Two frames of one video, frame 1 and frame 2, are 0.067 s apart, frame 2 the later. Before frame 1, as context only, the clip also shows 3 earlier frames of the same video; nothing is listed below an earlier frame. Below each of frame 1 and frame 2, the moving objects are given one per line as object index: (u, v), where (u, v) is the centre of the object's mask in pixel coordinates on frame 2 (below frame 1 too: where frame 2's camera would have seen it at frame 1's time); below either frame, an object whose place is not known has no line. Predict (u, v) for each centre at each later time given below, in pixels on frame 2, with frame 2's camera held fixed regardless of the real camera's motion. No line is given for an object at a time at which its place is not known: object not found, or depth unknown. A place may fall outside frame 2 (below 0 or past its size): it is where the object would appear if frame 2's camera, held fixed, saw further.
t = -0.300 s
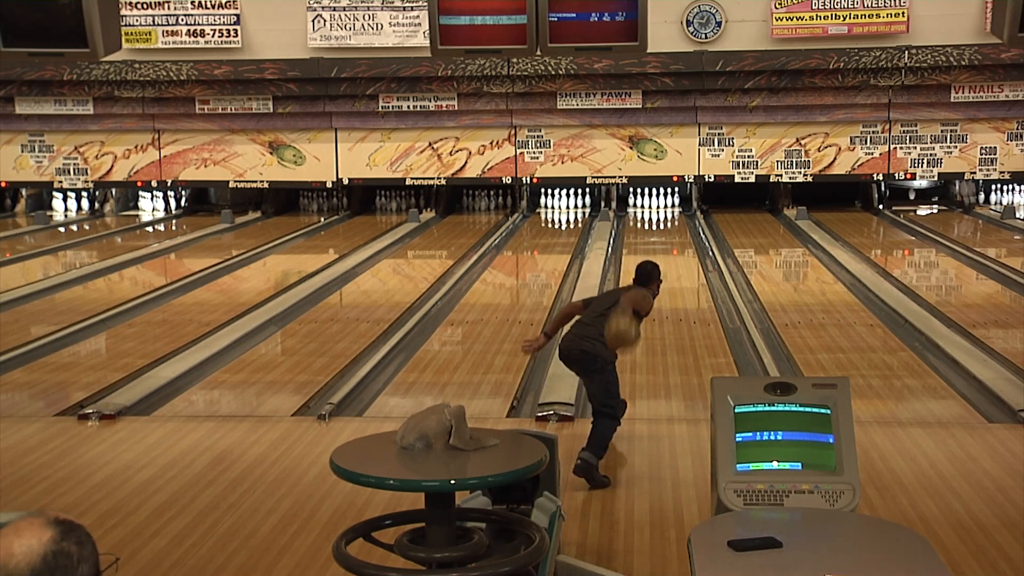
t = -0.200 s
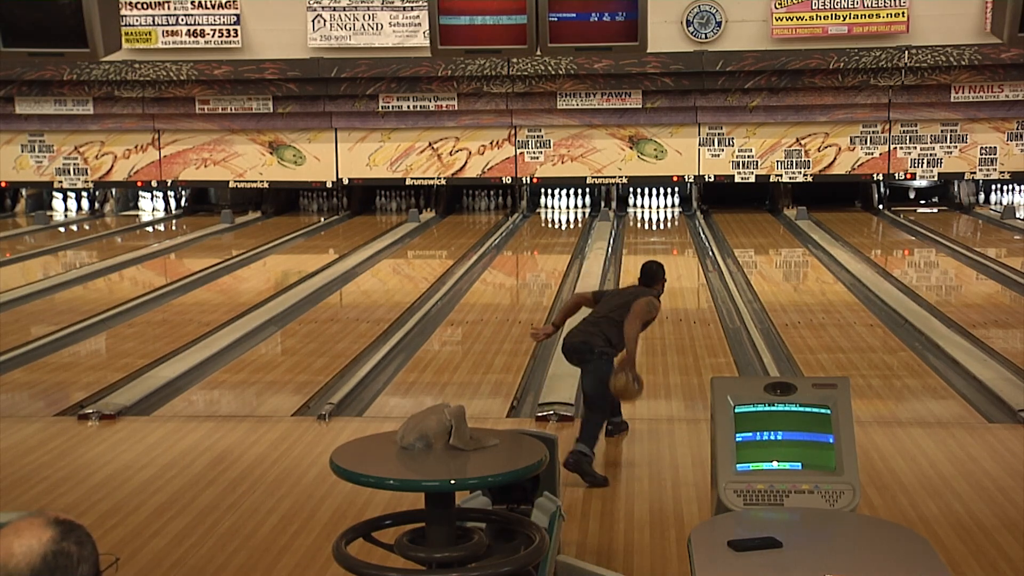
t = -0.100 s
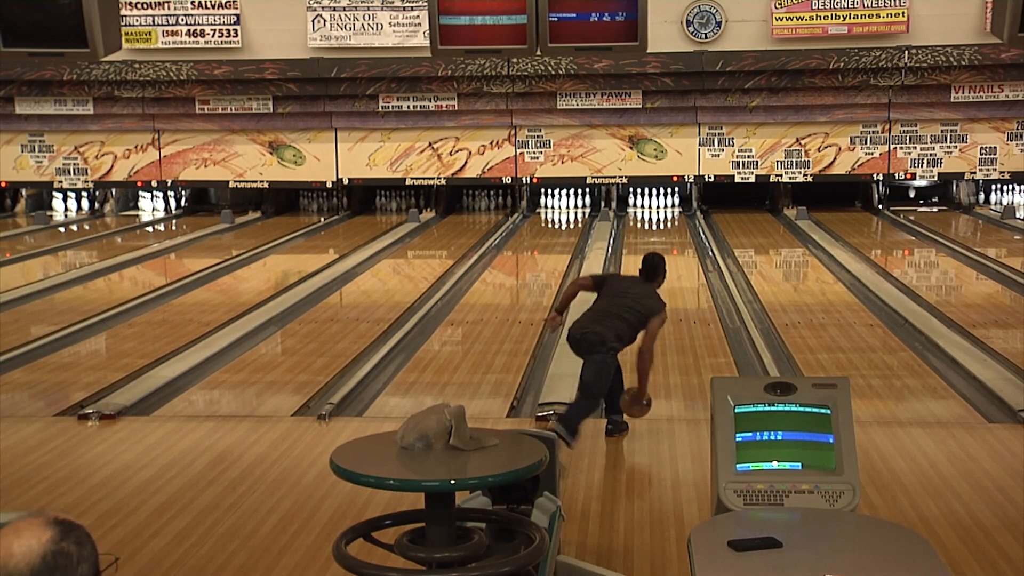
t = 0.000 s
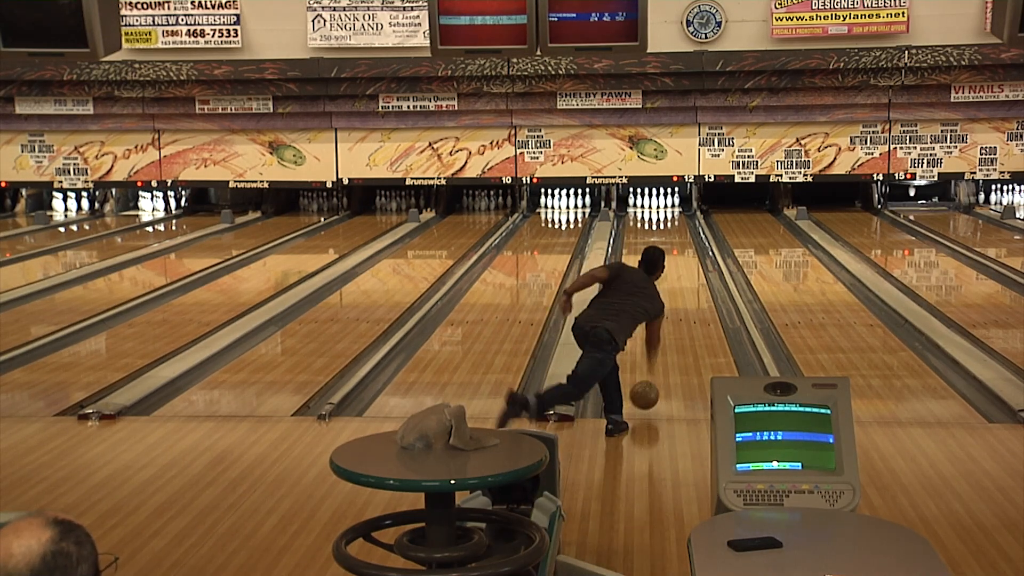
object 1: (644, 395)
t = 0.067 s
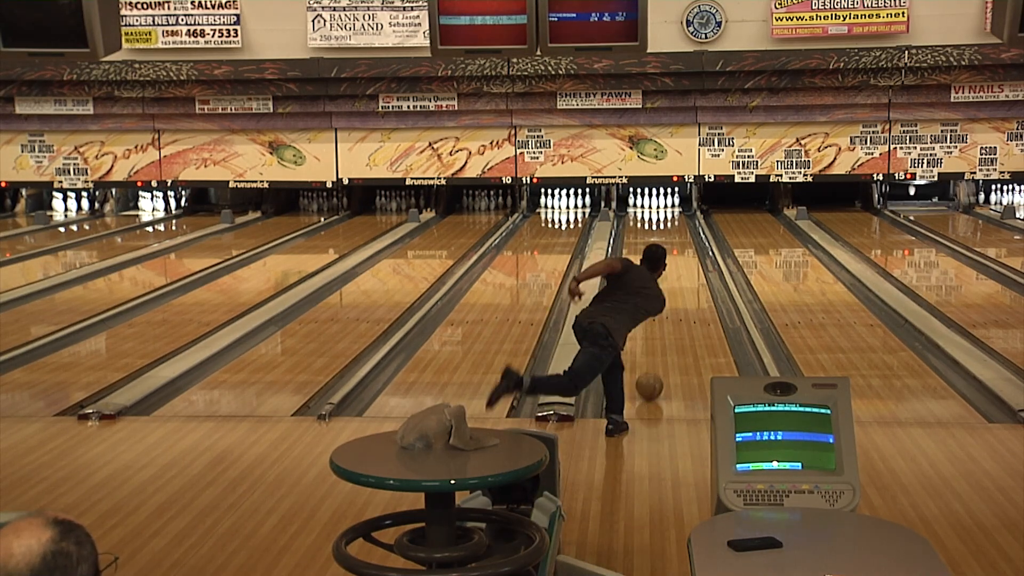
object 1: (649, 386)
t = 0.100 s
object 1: (651, 380)
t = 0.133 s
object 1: (653, 373)
